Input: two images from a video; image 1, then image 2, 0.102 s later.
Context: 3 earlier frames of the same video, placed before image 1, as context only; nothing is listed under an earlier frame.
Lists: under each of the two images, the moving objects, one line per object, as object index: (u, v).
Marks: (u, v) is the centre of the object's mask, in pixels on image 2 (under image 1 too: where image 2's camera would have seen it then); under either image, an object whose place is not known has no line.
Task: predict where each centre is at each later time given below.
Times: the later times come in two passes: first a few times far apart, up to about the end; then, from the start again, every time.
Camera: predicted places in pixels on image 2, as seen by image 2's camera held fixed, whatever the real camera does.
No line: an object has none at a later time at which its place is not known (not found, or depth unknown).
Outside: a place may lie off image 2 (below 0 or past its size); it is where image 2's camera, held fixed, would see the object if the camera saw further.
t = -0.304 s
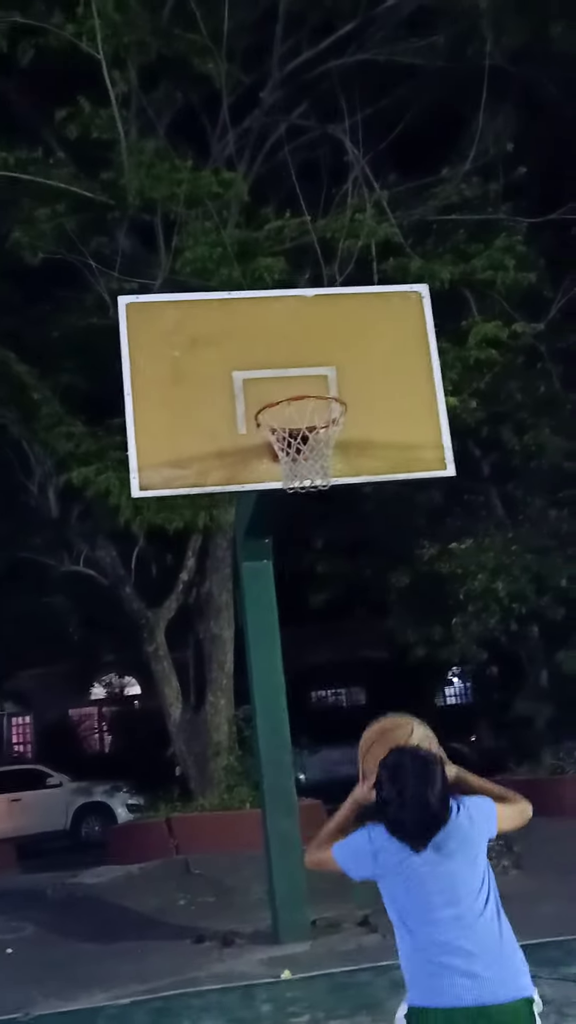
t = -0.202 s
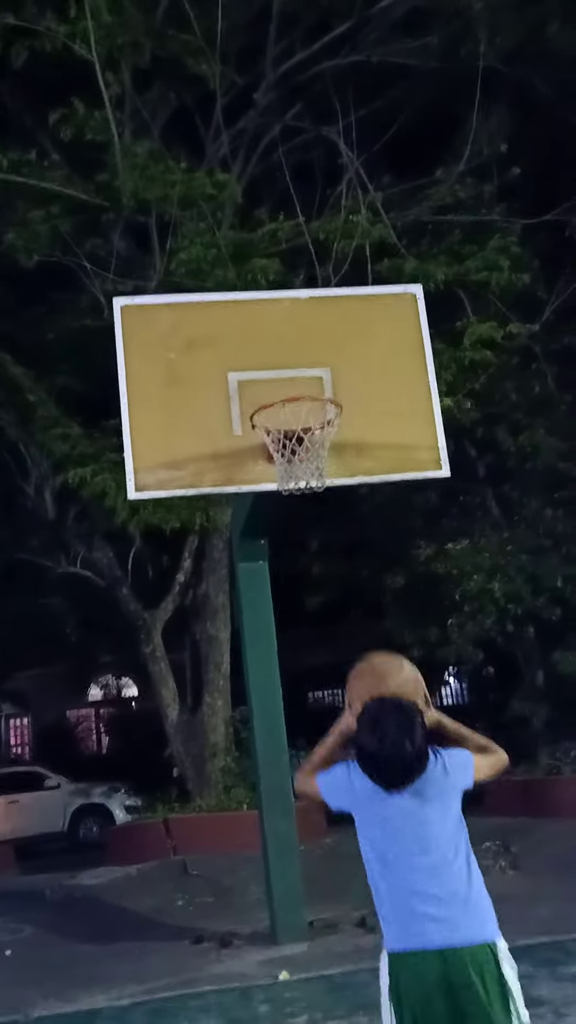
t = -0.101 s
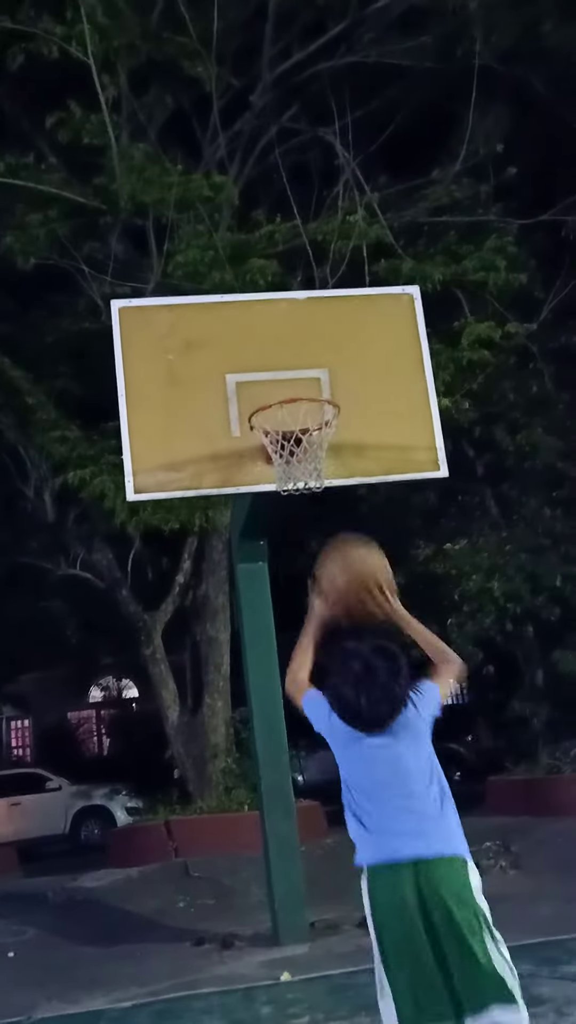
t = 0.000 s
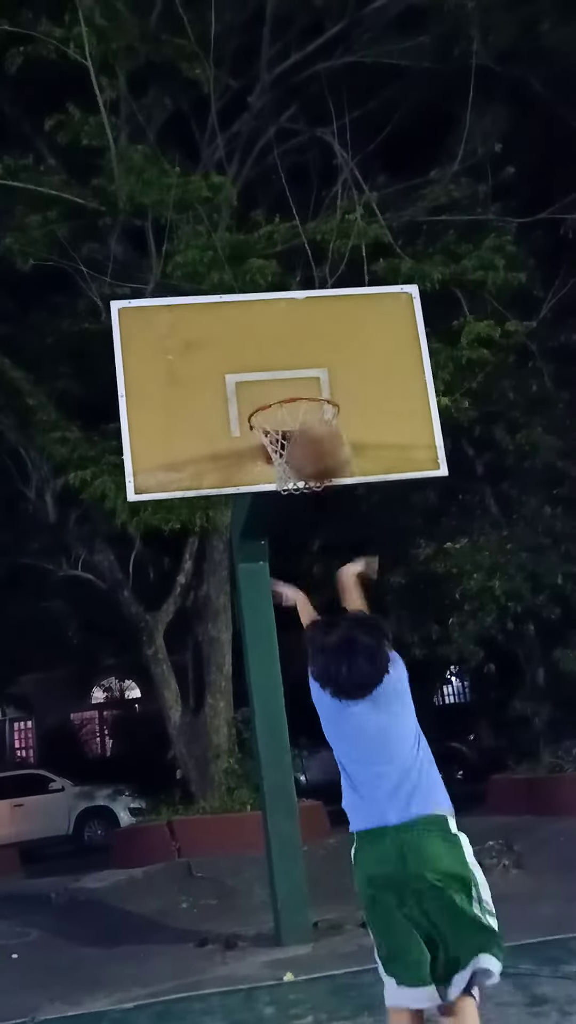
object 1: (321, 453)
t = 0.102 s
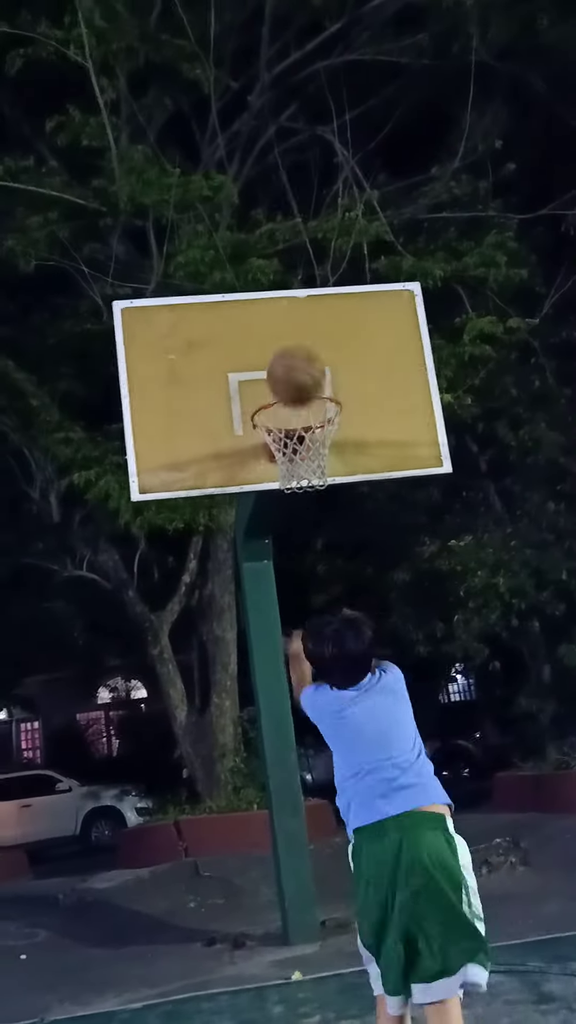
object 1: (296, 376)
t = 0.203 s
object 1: (277, 334)
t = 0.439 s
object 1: (253, 329)
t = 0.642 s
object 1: (250, 374)
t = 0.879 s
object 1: (286, 358)
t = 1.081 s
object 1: (340, 363)
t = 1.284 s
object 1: (412, 450)
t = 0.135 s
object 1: (289, 359)
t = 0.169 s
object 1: (283, 345)
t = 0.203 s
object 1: (277, 334)
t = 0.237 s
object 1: (272, 326)
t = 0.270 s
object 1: (268, 322)
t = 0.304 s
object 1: (264, 319)
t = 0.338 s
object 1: (260, 319)
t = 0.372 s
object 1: (258, 320)
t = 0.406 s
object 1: (255, 323)
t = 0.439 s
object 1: (253, 329)
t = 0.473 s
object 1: (251, 336)
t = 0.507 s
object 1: (250, 345)
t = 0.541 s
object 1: (248, 354)
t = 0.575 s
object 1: (247, 366)
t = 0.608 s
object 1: (247, 371)
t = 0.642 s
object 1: (250, 374)
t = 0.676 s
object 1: (253, 378)
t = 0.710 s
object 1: (256, 384)
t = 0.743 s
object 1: (258, 391)
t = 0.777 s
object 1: (264, 382)
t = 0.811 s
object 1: (272, 373)
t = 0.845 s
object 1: (279, 364)
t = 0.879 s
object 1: (286, 358)
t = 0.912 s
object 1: (294, 354)
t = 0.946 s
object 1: (302, 351)
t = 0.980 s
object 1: (311, 351)
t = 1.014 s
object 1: (320, 353)
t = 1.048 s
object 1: (330, 357)
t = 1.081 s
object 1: (340, 363)
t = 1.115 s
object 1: (351, 372)
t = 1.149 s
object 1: (361, 382)
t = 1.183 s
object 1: (373, 395)
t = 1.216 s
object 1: (386, 409)
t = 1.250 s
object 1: (399, 429)
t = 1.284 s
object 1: (412, 450)
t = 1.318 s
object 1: (429, 479)
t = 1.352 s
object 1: (445, 505)
